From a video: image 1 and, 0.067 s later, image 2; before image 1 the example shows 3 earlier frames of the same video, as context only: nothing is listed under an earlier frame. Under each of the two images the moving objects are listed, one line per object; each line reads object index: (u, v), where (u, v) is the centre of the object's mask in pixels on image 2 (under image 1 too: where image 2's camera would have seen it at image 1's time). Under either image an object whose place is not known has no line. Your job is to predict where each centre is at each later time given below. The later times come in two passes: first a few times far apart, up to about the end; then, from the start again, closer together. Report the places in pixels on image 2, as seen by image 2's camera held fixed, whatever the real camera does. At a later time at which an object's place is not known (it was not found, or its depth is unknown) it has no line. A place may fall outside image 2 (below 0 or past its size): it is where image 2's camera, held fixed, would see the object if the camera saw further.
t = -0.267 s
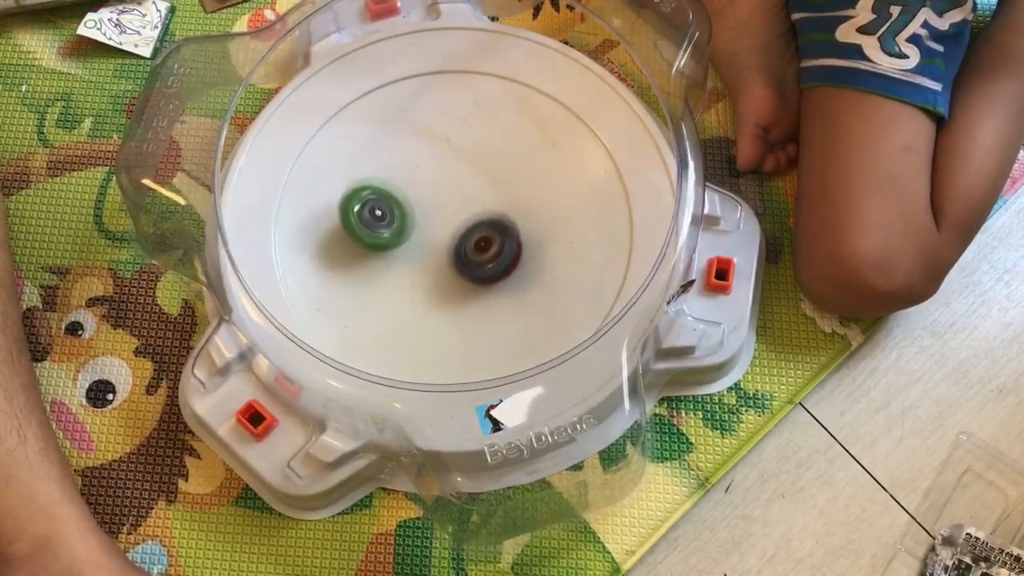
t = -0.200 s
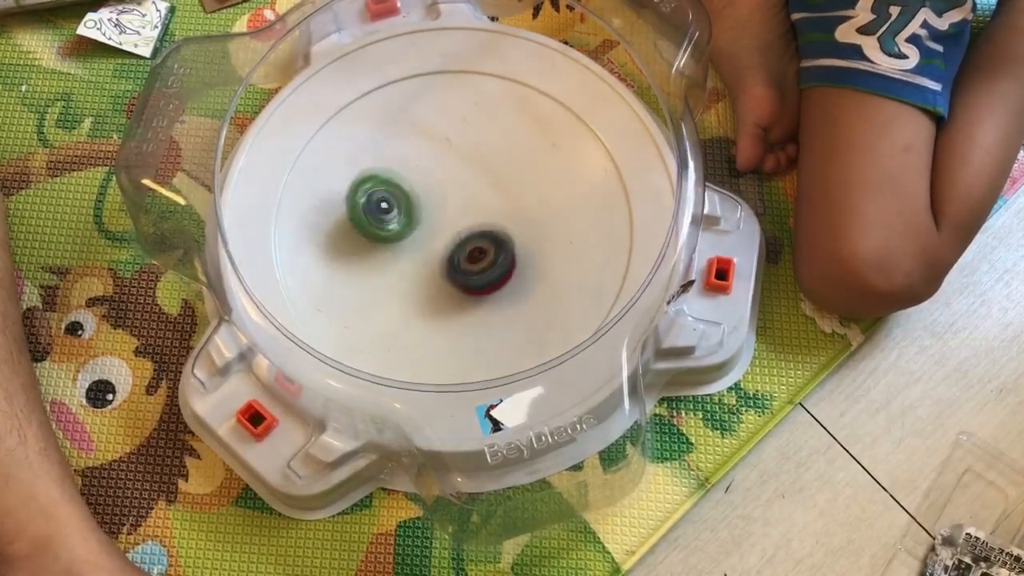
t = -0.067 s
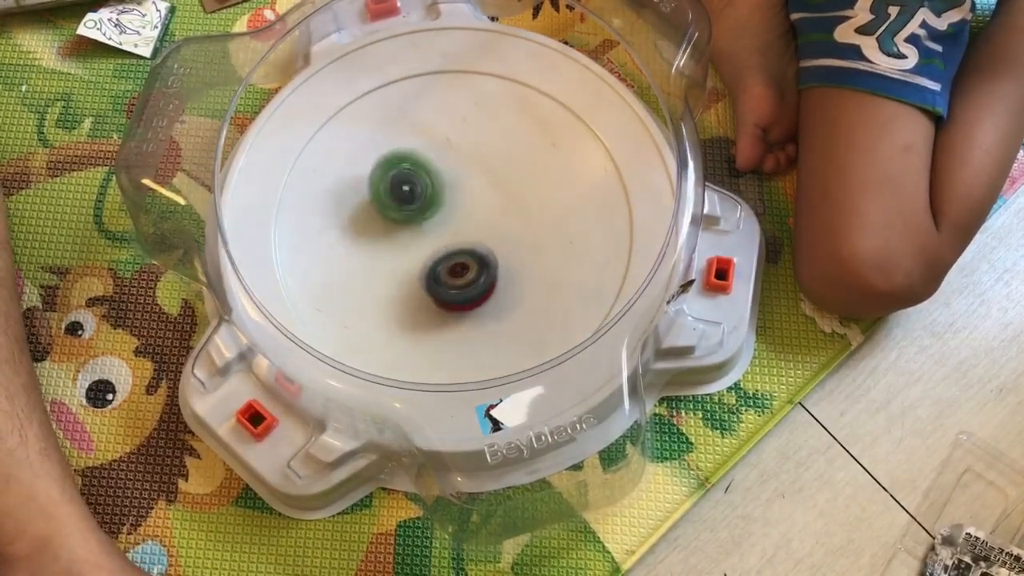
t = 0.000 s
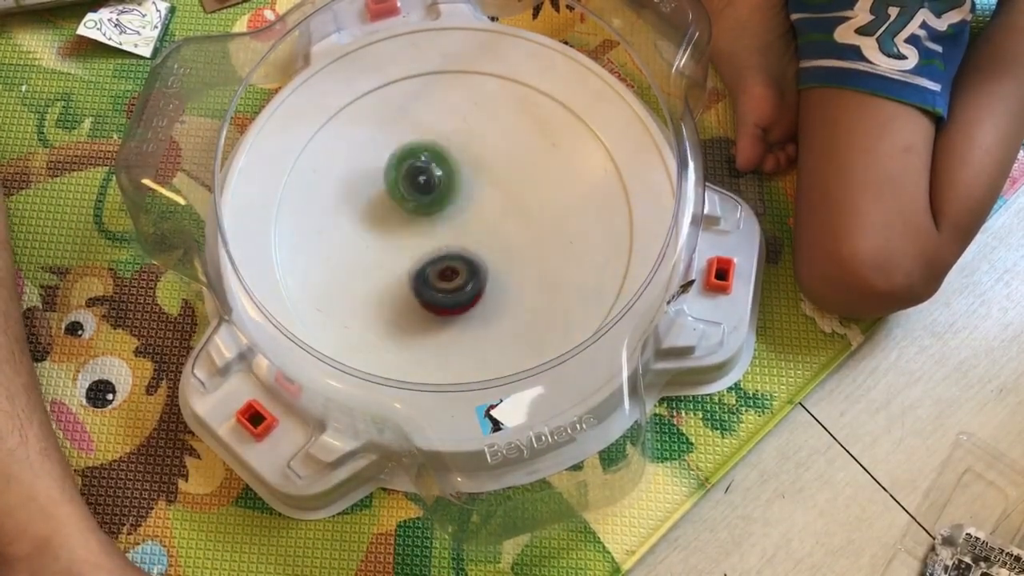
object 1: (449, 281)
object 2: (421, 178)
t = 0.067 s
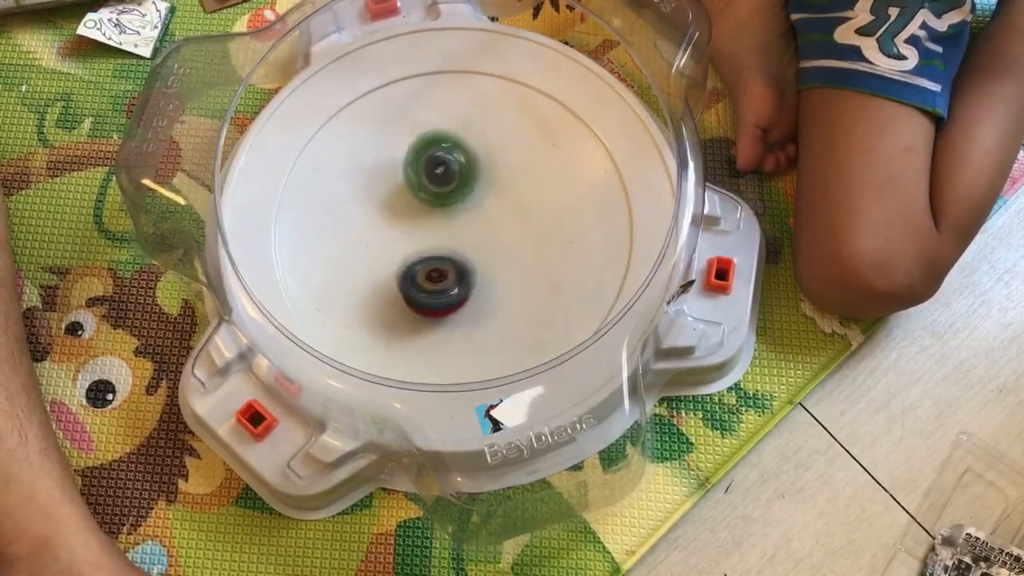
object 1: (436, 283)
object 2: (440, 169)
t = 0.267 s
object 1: (401, 264)
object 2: (494, 158)
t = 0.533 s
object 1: (392, 214)
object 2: (523, 198)
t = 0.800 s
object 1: (429, 178)
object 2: (504, 262)
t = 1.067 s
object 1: (481, 179)
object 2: (443, 282)
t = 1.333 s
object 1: (508, 216)
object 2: (399, 238)
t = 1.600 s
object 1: (492, 259)
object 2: (404, 175)
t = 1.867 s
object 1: (445, 268)
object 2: (459, 158)
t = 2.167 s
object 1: (412, 228)
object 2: (520, 204)
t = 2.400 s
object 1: (426, 191)
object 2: (514, 258)
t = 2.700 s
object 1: (472, 178)
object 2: (449, 276)
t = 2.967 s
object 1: (503, 206)
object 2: (399, 222)
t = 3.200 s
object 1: (496, 243)
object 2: (408, 171)
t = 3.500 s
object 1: (450, 261)
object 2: (475, 167)
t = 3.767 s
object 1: (420, 231)
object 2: (519, 222)
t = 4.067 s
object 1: (434, 189)
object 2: (482, 276)
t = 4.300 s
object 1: (467, 181)
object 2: (429, 261)
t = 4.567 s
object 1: (497, 207)
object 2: (403, 193)
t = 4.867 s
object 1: (484, 272)
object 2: (451, 163)
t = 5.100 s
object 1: (455, 309)
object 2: (501, 198)
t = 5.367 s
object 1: (421, 296)
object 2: (501, 260)
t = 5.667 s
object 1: (346, 205)
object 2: (479, 262)
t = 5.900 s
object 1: (343, 158)
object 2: (450, 204)
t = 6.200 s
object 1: (355, 140)
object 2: (516, 189)
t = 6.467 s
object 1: (393, 190)
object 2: (536, 252)
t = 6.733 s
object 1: (487, 194)
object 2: (463, 315)
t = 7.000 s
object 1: (522, 160)
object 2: (443, 296)
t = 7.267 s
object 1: (504, 184)
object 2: (442, 238)
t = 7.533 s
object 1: (509, 213)
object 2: (413, 256)
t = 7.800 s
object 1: (490, 261)
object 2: (421, 243)
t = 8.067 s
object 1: (479, 258)
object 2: (413, 240)
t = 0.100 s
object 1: (430, 281)
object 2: (450, 165)
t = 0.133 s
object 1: (424, 280)
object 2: (459, 162)
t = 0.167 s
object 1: (417, 277)
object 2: (469, 159)
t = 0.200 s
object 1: (411, 273)
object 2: (478, 158)
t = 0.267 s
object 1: (401, 264)
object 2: (494, 158)
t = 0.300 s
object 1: (397, 259)
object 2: (500, 160)
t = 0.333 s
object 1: (394, 253)
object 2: (506, 163)
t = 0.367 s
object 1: (391, 247)
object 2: (510, 167)
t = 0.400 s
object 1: (390, 240)
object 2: (514, 171)
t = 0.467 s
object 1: (389, 227)
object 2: (521, 183)
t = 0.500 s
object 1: (390, 221)
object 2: (522, 190)
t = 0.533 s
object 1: (392, 214)
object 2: (523, 198)
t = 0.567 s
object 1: (395, 208)
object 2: (524, 205)
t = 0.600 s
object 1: (399, 202)
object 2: (523, 214)
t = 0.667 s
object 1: (407, 192)
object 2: (521, 232)
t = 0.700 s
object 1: (412, 187)
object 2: (519, 240)
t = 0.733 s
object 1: (418, 183)
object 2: (515, 248)
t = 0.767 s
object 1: (424, 181)
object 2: (510, 255)
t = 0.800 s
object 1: (429, 178)
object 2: (504, 262)
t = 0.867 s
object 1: (443, 174)
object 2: (490, 273)
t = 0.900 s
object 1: (449, 173)
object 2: (483, 278)
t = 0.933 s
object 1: (456, 173)
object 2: (476, 281)
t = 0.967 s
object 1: (462, 174)
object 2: (468, 282)
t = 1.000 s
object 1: (468, 175)
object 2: (459, 283)
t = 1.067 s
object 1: (481, 179)
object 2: (443, 282)
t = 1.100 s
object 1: (486, 182)
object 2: (436, 279)
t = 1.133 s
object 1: (491, 185)
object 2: (429, 276)
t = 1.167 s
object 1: (495, 190)
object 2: (423, 271)
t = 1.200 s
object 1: (499, 195)
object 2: (417, 267)
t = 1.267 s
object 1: (506, 205)
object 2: (406, 254)
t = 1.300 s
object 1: (507, 211)
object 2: (402, 247)
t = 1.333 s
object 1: (508, 216)
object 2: (399, 238)
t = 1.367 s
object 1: (509, 222)
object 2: (396, 229)
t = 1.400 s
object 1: (509, 228)
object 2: (394, 219)
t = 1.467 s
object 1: (506, 240)
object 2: (393, 204)
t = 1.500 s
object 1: (503, 245)
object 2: (394, 196)
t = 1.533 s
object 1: (500, 251)
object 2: (397, 188)
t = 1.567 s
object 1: (496, 255)
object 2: (400, 181)
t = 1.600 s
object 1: (492, 259)
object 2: (404, 175)
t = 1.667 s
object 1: (481, 266)
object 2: (415, 166)
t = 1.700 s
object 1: (476, 268)
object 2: (422, 161)
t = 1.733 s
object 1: (470, 270)
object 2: (428, 159)
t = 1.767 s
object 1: (463, 271)
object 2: (434, 157)
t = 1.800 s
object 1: (458, 271)
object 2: (442, 157)
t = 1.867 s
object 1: (445, 268)
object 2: (459, 158)
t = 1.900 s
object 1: (439, 266)
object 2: (466, 160)
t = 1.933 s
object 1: (434, 263)
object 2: (474, 163)
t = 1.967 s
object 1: (429, 260)
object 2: (482, 167)
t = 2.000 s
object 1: (424, 255)
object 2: (490, 172)
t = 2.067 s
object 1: (417, 246)
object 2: (505, 182)
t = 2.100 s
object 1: (414, 240)
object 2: (511, 189)
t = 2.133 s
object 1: (413, 234)
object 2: (516, 196)
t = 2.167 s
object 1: (412, 228)
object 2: (520, 204)
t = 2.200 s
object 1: (413, 222)
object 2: (522, 212)
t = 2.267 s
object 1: (414, 211)
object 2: (524, 229)
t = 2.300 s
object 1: (416, 206)
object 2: (524, 237)
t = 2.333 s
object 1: (419, 200)
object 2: (521, 244)
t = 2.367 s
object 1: (422, 196)
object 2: (518, 251)
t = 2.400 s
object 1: (426, 191)
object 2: (514, 258)
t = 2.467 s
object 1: (435, 184)
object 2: (504, 268)
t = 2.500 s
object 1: (440, 181)
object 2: (497, 273)
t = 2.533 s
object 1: (445, 179)
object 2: (490, 276)
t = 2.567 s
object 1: (450, 178)
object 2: (483, 278)
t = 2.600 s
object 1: (456, 177)
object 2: (474, 279)
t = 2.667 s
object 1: (467, 177)
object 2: (456, 278)
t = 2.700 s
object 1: (472, 178)
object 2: (449, 276)
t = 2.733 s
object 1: (477, 179)
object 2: (441, 273)
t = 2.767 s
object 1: (482, 181)
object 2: (433, 270)
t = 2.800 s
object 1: (487, 184)
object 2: (426, 264)
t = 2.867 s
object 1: (494, 192)
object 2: (411, 250)
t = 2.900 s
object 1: (498, 196)
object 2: (406, 241)
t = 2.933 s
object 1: (501, 201)
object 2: (402, 233)
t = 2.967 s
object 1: (503, 206)
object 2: (399, 222)
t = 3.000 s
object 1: (504, 212)
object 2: (397, 215)
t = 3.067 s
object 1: (505, 223)
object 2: (395, 197)
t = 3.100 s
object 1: (503, 228)
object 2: (397, 189)
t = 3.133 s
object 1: (502, 233)
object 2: (400, 183)
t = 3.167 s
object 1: (499, 238)
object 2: (403, 176)
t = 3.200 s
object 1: (496, 243)
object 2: (408, 171)
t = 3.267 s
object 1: (489, 251)
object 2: (420, 163)
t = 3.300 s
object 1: (484, 254)
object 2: (426, 161)
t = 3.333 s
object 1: (479, 257)
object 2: (433, 160)
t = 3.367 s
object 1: (473, 259)
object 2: (442, 160)
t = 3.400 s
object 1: (467, 261)
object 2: (451, 159)
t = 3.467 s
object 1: (456, 261)
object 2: (467, 163)
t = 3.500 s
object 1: (450, 261)
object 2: (475, 167)
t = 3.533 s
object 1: (445, 259)
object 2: (482, 171)
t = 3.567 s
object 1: (439, 258)
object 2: (491, 176)
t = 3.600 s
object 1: (434, 253)
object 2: (498, 182)
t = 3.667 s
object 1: (426, 247)
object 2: (510, 196)
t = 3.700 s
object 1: (423, 241)
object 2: (515, 204)
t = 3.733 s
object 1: (421, 236)
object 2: (518, 212)
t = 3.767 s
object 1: (420, 231)
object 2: (519, 222)
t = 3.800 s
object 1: (418, 225)
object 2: (520, 230)
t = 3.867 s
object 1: (419, 215)
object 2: (515, 246)
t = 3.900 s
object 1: (420, 210)
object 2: (512, 253)
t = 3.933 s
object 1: (421, 205)
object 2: (508, 259)
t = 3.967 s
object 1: (424, 200)
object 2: (502, 265)
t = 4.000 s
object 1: (426, 197)
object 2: (496, 270)
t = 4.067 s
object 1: (434, 189)
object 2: (482, 276)
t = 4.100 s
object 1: (438, 186)
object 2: (475, 277)
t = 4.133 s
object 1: (443, 183)
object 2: (467, 277)
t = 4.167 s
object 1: (448, 181)
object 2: (459, 277)
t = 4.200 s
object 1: (452, 180)
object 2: (452, 274)
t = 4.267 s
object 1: (463, 180)
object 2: (436, 266)
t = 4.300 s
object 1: (467, 181)
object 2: (429, 261)
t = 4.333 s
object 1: (473, 182)
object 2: (421, 254)
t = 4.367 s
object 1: (478, 184)
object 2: (415, 246)
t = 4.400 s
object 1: (483, 187)
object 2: (410, 237)
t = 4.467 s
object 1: (490, 193)
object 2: (404, 220)
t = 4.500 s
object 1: (493, 197)
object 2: (403, 210)
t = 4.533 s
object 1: (496, 202)
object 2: (402, 201)
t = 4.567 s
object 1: (497, 207)
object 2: (403, 193)
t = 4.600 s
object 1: (499, 212)
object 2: (406, 184)
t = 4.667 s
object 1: (499, 224)
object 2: (413, 173)
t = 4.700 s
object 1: (499, 232)
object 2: (418, 169)
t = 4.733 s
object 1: (497, 239)
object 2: (424, 166)
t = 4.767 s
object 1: (494, 247)
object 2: (430, 163)
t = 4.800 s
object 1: (491, 256)
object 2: (436, 163)
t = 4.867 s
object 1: (484, 272)
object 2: (451, 163)
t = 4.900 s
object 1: (480, 279)
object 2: (459, 166)
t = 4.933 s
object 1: (475, 287)
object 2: (467, 168)
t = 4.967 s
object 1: (471, 293)
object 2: (475, 173)
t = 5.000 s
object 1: (466, 298)
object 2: (483, 177)
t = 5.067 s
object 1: (459, 306)
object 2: (496, 190)
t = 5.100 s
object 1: (455, 309)
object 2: (501, 198)
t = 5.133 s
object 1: (451, 311)
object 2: (505, 207)
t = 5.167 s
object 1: (447, 314)
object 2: (509, 215)
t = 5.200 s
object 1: (443, 314)
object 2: (511, 224)
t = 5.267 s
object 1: (434, 311)
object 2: (511, 241)
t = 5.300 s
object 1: (430, 307)
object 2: (508, 248)
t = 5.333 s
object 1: (425, 301)
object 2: (505, 255)
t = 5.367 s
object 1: (421, 296)
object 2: (501, 260)
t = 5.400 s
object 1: (417, 289)
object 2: (496, 265)
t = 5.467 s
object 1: (397, 268)
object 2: (496, 273)
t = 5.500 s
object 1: (383, 257)
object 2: (496, 274)
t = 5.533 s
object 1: (374, 244)
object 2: (494, 274)
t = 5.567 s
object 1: (366, 233)
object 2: (493, 271)
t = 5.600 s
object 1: (357, 225)
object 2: (489, 269)
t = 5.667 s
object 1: (346, 205)
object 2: (479, 262)
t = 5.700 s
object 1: (343, 198)
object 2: (474, 257)
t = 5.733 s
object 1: (340, 191)
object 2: (468, 250)
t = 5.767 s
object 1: (338, 182)
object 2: (463, 242)
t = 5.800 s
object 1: (338, 175)
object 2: (458, 232)
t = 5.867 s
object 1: (340, 163)
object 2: (452, 214)
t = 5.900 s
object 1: (343, 158)
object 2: (450, 204)
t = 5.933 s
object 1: (347, 153)
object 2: (449, 195)
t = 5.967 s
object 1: (353, 150)
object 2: (448, 185)
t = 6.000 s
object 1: (358, 148)
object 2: (449, 177)
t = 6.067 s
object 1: (375, 152)
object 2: (451, 166)
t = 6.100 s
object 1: (376, 149)
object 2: (462, 167)
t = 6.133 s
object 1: (367, 145)
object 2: (484, 174)
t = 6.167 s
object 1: (361, 141)
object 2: (503, 183)
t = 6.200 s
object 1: (355, 140)
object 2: (516, 189)
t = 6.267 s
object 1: (349, 143)
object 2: (535, 203)
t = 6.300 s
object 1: (349, 148)
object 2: (542, 212)
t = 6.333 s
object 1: (351, 156)
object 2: (545, 218)
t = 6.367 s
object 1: (358, 162)
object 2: (546, 228)
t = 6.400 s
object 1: (367, 172)
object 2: (544, 235)
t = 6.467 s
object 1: (393, 190)
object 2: (536, 252)
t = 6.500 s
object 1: (407, 198)
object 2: (529, 258)
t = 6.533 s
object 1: (421, 204)
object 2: (522, 265)
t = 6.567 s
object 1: (434, 210)
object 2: (514, 269)
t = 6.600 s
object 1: (446, 215)
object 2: (503, 275)
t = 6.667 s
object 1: (470, 214)
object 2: (491, 287)
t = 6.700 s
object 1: (479, 202)
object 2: (477, 302)
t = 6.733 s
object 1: (487, 194)
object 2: (463, 315)
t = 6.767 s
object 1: (498, 188)
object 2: (459, 325)
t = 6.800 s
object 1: (504, 184)
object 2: (452, 327)
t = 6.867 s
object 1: (517, 174)
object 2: (435, 322)
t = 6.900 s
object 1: (522, 168)
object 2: (433, 316)
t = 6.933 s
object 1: (525, 164)
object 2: (436, 308)
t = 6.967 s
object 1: (525, 161)
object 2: (440, 302)
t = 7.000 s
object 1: (522, 160)
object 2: (443, 296)
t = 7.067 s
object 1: (514, 165)
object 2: (449, 270)
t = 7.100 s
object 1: (510, 167)
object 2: (455, 262)
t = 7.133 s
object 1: (504, 173)
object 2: (457, 250)
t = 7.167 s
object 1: (499, 179)
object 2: (461, 240)
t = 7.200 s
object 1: (498, 182)
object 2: (454, 238)
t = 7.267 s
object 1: (504, 184)
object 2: (442, 238)
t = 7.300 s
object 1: (509, 187)
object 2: (432, 242)
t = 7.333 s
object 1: (512, 189)
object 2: (426, 246)
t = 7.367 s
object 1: (513, 193)
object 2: (420, 250)
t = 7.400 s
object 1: (515, 196)
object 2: (416, 253)
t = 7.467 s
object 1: (513, 203)
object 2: (414, 257)
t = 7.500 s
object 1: (510, 207)
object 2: (412, 256)
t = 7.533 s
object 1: (509, 213)
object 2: (413, 256)
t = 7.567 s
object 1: (506, 220)
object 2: (416, 255)
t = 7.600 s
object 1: (503, 227)
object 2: (418, 254)
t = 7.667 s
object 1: (498, 239)
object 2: (421, 252)
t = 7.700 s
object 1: (496, 244)
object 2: (422, 250)
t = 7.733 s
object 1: (493, 251)
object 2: (421, 246)
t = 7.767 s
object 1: (491, 256)
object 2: (419, 243)
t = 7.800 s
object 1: (490, 261)
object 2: (421, 243)
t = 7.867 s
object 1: (485, 264)
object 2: (421, 244)
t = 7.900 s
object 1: (484, 265)
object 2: (420, 245)
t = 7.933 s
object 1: (483, 264)
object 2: (420, 244)
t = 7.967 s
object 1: (481, 263)
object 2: (419, 243)
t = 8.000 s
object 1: (478, 261)
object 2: (419, 243)
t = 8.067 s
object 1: (479, 258)
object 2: (413, 240)
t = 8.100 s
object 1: (481, 255)
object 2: (413, 238)
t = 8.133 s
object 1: (480, 252)
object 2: (414, 235)
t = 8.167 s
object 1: (480, 246)
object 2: (415, 231)
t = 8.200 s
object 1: (479, 241)
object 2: (415, 227)
